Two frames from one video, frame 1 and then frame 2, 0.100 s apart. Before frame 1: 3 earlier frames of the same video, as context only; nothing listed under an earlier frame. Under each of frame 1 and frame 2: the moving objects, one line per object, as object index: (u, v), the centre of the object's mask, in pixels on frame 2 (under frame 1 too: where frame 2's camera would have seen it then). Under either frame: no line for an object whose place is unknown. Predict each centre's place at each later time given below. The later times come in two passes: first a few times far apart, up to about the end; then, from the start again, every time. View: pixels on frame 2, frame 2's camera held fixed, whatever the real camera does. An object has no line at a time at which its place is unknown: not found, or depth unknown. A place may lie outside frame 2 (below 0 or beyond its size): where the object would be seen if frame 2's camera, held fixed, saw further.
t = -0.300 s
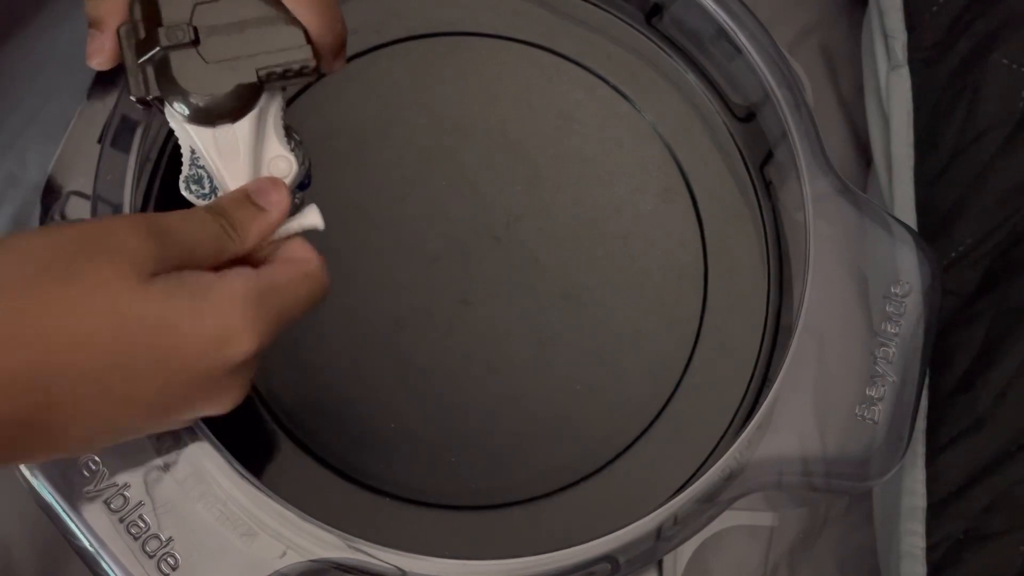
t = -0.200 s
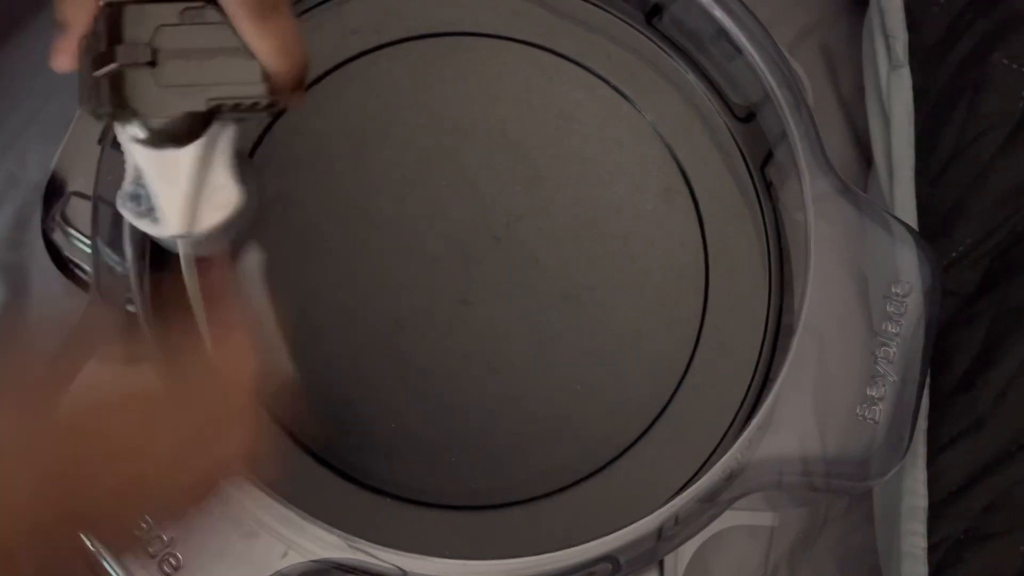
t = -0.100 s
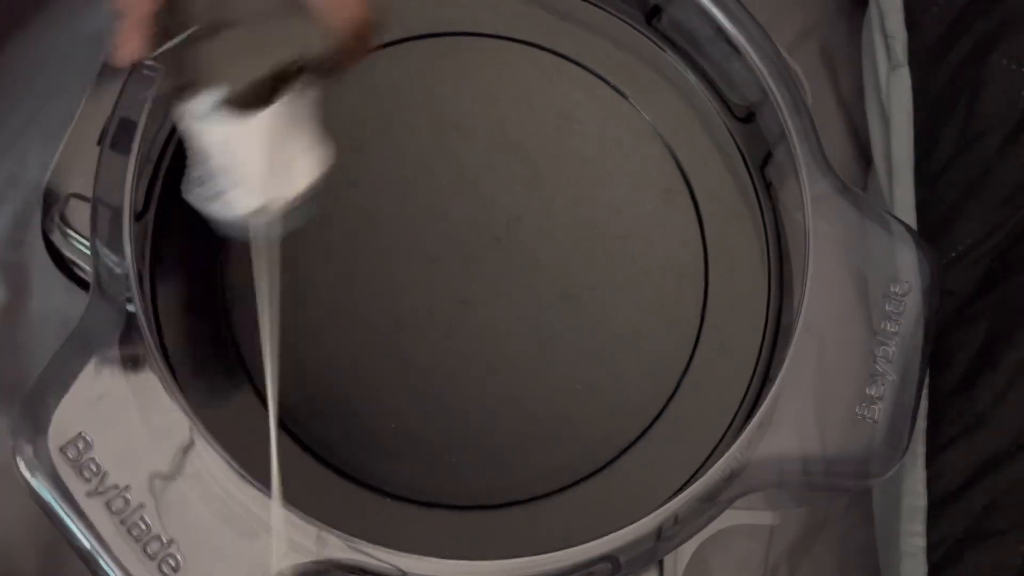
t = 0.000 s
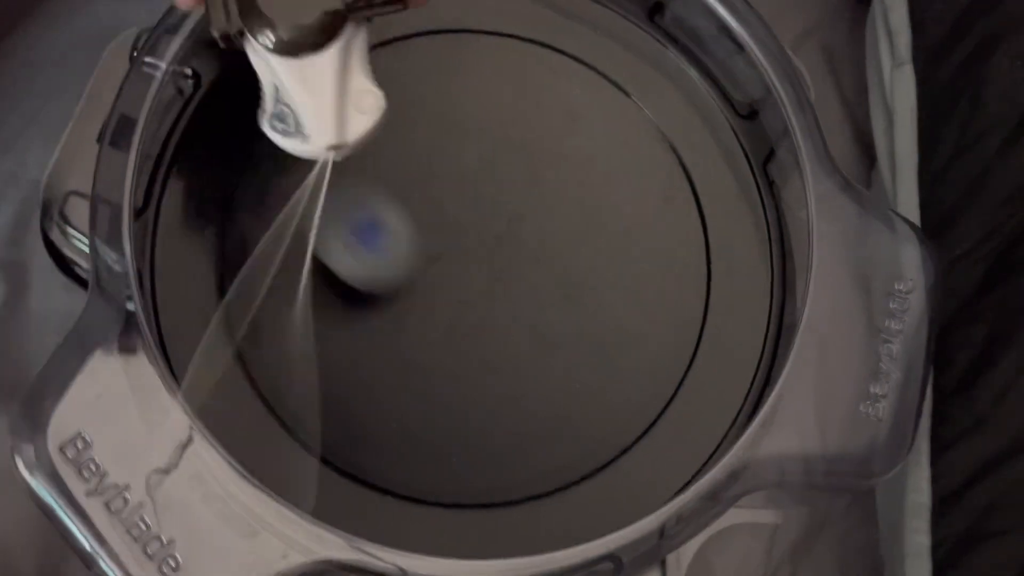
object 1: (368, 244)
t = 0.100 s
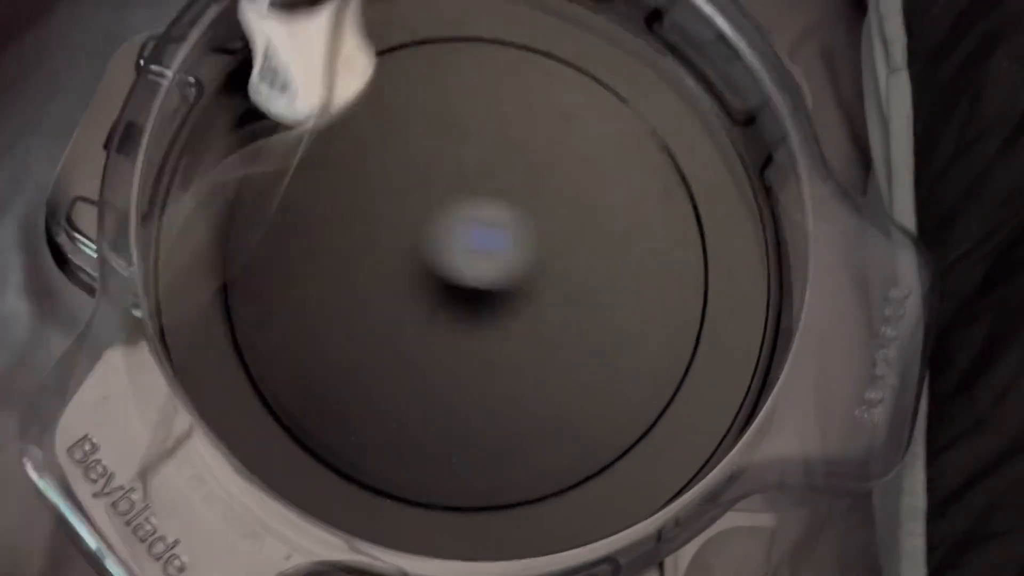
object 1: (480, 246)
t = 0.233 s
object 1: (609, 266)
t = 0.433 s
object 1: (654, 346)
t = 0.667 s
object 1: (435, 421)
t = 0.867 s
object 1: (270, 206)
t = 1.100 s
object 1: (564, 62)
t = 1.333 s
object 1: (625, 446)
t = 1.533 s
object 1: (258, 383)
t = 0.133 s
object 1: (519, 251)
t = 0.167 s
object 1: (553, 255)
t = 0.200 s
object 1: (583, 258)
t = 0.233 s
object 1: (609, 266)
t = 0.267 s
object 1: (632, 273)
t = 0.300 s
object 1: (648, 284)
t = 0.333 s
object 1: (659, 297)
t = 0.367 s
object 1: (662, 312)
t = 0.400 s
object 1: (660, 328)
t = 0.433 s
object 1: (654, 346)
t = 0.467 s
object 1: (640, 365)
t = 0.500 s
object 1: (621, 383)
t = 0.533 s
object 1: (593, 400)
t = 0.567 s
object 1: (562, 414)
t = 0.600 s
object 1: (524, 424)
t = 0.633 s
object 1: (480, 426)
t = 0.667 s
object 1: (435, 421)
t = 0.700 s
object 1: (389, 405)
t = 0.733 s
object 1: (350, 380)
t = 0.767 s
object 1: (314, 344)
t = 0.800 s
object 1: (288, 302)
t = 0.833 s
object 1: (273, 253)
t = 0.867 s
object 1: (270, 206)
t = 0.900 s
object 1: (277, 156)
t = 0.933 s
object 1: (298, 107)
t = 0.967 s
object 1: (328, 72)
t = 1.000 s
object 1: (380, 48)
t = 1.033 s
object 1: (436, 39)
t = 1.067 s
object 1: (502, 42)
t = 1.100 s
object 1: (564, 62)
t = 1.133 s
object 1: (621, 99)
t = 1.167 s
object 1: (661, 150)
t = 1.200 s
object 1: (691, 206)
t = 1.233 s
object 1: (701, 270)
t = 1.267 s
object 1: (693, 335)
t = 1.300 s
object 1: (666, 399)
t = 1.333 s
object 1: (625, 446)
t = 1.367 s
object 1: (567, 481)
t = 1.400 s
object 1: (503, 498)
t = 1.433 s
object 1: (433, 498)
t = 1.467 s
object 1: (364, 476)
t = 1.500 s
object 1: (304, 437)
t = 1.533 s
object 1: (258, 383)
